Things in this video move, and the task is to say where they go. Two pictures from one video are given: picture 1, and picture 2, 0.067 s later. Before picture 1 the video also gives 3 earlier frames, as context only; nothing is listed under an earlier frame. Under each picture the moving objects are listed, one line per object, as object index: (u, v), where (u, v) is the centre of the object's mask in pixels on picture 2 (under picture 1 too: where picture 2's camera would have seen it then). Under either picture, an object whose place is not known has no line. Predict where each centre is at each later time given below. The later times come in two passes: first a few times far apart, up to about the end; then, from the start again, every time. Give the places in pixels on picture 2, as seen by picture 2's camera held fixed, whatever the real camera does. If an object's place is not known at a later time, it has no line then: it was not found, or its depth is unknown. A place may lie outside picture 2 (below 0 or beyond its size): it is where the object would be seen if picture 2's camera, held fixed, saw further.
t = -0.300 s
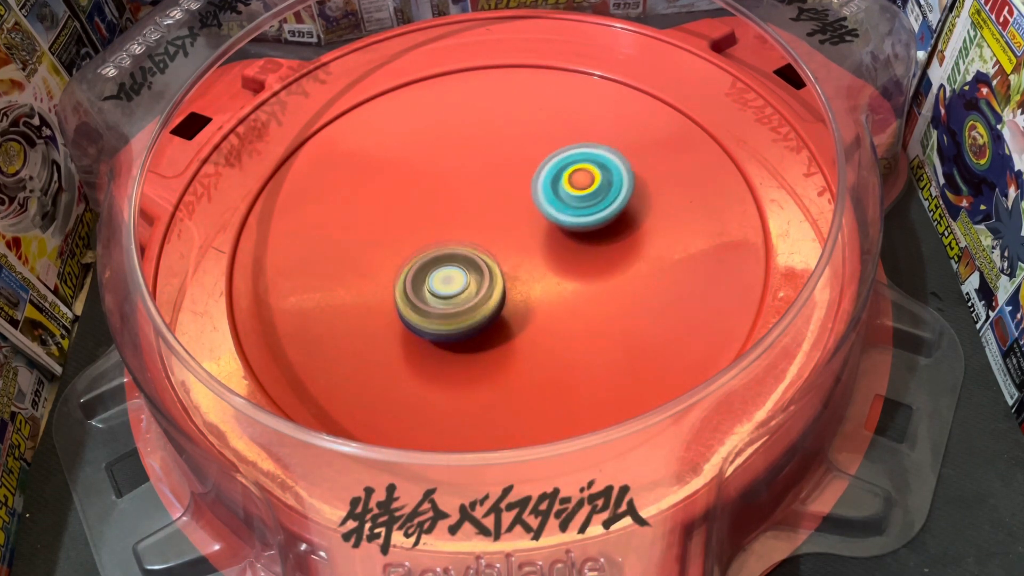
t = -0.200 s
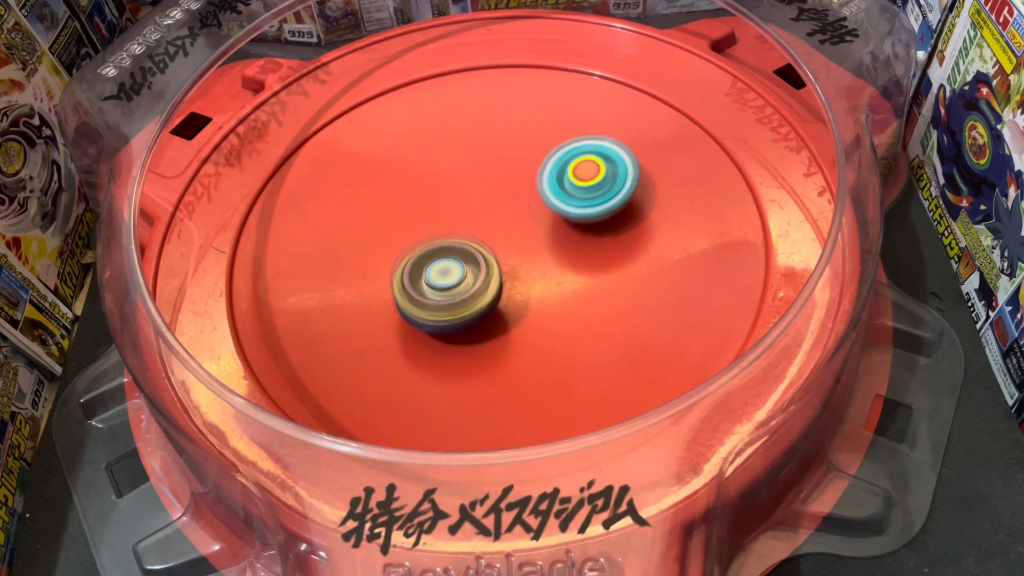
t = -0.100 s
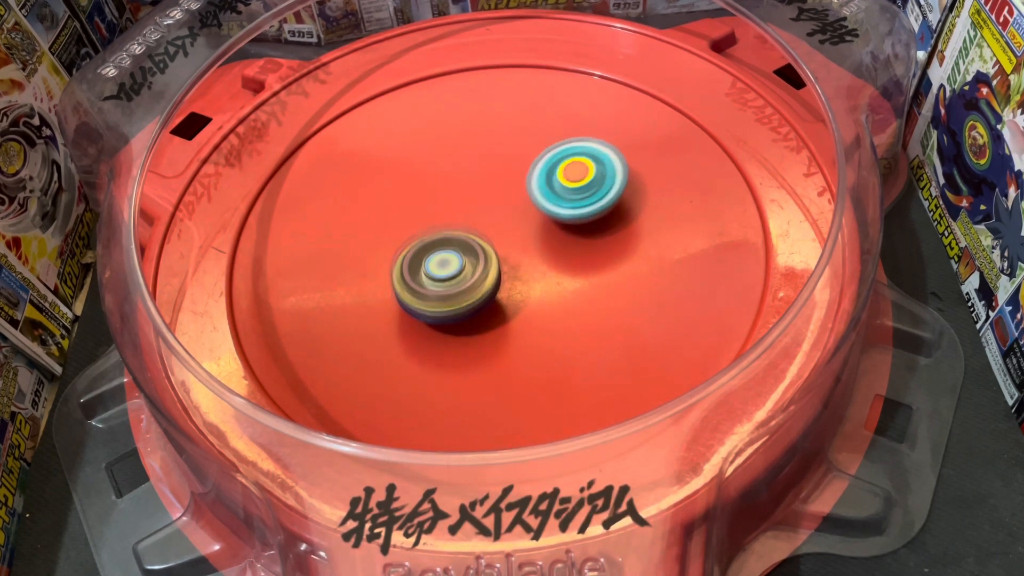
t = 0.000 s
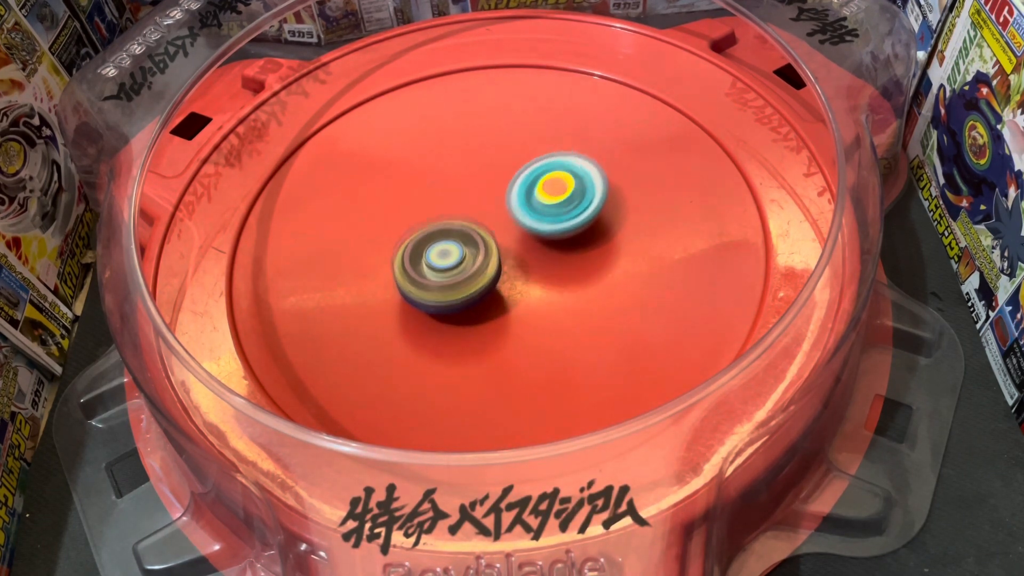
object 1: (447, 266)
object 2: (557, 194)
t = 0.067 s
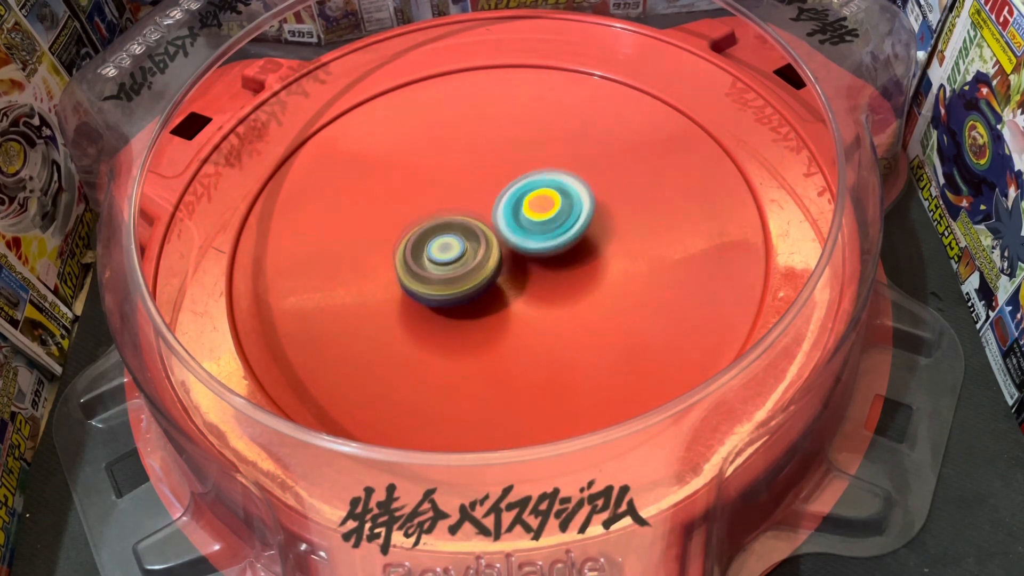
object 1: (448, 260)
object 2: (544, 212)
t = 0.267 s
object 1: (317, 286)
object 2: (634, 171)
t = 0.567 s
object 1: (337, 240)
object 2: (549, 183)
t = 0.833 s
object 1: (392, 219)
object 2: (486, 262)
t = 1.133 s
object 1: (445, 215)
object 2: (468, 321)
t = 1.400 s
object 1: (481, 215)
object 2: (479, 330)
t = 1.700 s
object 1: (517, 193)
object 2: (466, 318)
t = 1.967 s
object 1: (543, 197)
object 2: (472, 288)
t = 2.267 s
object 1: (553, 205)
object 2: (419, 234)
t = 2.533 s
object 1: (544, 214)
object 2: (401, 235)
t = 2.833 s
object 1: (651, 222)
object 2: (346, 205)
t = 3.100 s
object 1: (705, 246)
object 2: (252, 216)
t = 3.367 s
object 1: (522, 265)
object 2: (376, 258)
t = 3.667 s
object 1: (523, 241)
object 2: (424, 213)
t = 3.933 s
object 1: (543, 238)
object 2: (444, 168)
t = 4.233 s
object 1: (520, 255)
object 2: (485, 140)
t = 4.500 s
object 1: (493, 268)
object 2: (494, 161)
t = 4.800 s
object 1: (469, 276)
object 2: (543, 201)
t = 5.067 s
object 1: (461, 274)
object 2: (582, 228)
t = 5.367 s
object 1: (462, 266)
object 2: (574, 246)
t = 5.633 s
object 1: (303, 269)
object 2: (701, 185)
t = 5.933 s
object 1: (365, 240)
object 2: (611, 176)
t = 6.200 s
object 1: (403, 231)
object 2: (542, 228)
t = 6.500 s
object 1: (393, 207)
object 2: (554, 292)
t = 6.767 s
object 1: (432, 203)
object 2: (571, 303)
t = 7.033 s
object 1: (468, 201)
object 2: (508, 280)
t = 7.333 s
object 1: (492, 198)
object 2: (458, 303)
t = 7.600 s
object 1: (508, 203)
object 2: (446, 277)
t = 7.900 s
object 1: (521, 189)
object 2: (450, 273)
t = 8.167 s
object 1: (527, 192)
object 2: (439, 245)
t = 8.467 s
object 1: (534, 203)
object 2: (432, 255)
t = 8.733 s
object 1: (603, 164)
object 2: (395, 307)
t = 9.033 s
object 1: (597, 189)
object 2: (465, 307)
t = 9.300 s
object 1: (588, 201)
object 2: (483, 256)
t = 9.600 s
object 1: (573, 224)
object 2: (442, 213)
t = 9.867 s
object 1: (547, 246)
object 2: (427, 207)
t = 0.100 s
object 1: (420, 267)
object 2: (566, 207)
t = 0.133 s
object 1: (385, 278)
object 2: (593, 197)
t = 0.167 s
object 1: (356, 285)
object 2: (613, 189)
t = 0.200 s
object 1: (334, 289)
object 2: (626, 182)
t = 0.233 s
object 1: (322, 289)
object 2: (632, 176)
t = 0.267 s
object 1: (317, 286)
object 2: (634, 171)
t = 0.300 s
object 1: (315, 281)
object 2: (633, 166)
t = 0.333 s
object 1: (316, 276)
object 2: (629, 162)
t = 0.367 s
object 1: (316, 269)
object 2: (623, 158)
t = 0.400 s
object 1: (318, 264)
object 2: (614, 156)
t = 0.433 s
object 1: (321, 258)
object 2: (603, 156)
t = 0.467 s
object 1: (324, 253)
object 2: (589, 160)
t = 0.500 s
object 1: (327, 249)
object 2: (575, 166)
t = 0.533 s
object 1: (332, 244)
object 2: (562, 174)
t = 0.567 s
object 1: (337, 240)
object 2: (549, 183)
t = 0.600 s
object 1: (343, 236)
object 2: (537, 193)
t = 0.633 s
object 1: (350, 232)
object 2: (526, 205)
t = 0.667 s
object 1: (356, 229)
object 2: (517, 215)
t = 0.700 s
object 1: (363, 226)
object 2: (509, 225)
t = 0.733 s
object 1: (371, 224)
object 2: (502, 235)
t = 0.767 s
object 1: (378, 222)
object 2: (496, 244)
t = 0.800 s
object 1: (385, 220)
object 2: (490, 254)
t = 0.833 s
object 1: (392, 219)
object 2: (486, 262)
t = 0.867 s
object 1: (399, 218)
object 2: (482, 271)
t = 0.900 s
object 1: (406, 218)
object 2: (479, 279)
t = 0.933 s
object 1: (413, 218)
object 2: (476, 286)
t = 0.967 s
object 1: (419, 217)
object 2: (474, 293)
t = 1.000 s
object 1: (425, 216)
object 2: (472, 299)
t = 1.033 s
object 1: (430, 216)
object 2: (470, 305)
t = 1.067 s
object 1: (435, 216)
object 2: (469, 311)
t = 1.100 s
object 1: (440, 215)
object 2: (468, 316)
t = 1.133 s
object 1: (445, 215)
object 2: (468, 321)
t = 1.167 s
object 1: (450, 214)
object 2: (468, 325)
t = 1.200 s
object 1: (454, 214)
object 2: (468, 328)
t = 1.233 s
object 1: (458, 214)
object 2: (469, 331)
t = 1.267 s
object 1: (463, 213)
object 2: (470, 333)
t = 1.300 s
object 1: (468, 214)
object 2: (472, 335)
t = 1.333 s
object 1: (472, 215)
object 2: (474, 335)
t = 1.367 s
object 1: (477, 215)
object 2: (477, 333)
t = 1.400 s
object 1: (481, 215)
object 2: (479, 330)
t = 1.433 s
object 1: (485, 216)
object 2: (482, 325)
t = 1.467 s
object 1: (489, 216)
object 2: (483, 318)
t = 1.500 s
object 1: (494, 217)
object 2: (483, 310)
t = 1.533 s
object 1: (497, 216)
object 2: (482, 301)
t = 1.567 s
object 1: (501, 212)
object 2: (479, 299)
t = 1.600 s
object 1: (505, 202)
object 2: (474, 306)
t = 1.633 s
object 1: (509, 195)
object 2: (470, 311)
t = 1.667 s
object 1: (513, 194)
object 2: (467, 315)
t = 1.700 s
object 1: (517, 193)
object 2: (466, 318)
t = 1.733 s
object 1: (521, 193)
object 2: (466, 320)
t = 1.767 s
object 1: (525, 193)
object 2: (467, 320)
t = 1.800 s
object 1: (528, 194)
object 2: (470, 318)
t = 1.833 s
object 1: (532, 194)
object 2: (472, 315)
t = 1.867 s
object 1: (535, 195)
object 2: (474, 310)
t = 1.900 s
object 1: (538, 196)
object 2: (475, 304)
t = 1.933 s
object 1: (541, 197)
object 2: (474, 296)
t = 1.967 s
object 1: (543, 197)
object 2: (472, 288)
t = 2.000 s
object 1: (545, 198)
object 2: (468, 279)
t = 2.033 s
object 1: (547, 199)
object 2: (463, 271)
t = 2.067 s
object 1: (549, 200)
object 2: (458, 263)
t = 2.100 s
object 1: (550, 201)
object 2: (452, 257)
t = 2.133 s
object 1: (551, 202)
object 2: (446, 250)
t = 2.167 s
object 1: (552, 202)
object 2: (439, 246)
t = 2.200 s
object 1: (553, 203)
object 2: (432, 241)
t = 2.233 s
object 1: (553, 204)
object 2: (426, 238)
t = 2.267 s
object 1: (553, 205)
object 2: (419, 234)
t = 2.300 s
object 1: (553, 205)
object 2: (413, 232)
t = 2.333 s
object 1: (552, 207)
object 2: (407, 230)
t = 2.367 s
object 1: (552, 207)
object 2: (402, 229)
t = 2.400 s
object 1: (551, 209)
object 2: (398, 229)
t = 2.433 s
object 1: (550, 210)
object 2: (395, 231)
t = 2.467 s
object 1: (548, 211)
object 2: (395, 232)
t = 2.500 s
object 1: (546, 213)
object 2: (397, 233)
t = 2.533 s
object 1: (544, 214)
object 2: (401, 235)
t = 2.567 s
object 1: (543, 216)
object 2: (406, 237)
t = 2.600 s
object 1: (541, 217)
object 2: (413, 238)
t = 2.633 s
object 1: (539, 219)
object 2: (422, 238)
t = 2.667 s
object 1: (538, 220)
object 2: (432, 237)
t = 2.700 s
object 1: (544, 224)
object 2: (435, 232)
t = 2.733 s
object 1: (547, 227)
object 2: (438, 227)
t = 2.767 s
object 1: (548, 229)
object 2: (439, 222)
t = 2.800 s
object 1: (601, 226)
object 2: (392, 214)
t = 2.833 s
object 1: (651, 222)
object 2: (346, 205)
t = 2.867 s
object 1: (696, 218)
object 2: (309, 199)
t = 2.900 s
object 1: (726, 213)
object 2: (280, 194)
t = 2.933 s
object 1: (749, 212)
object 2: (261, 192)
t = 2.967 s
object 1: (753, 216)
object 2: (252, 194)
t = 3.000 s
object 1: (746, 223)
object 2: (247, 199)
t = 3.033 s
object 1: (735, 230)
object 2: (246, 204)
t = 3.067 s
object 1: (720, 237)
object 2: (247, 210)
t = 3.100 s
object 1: (705, 246)
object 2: (252, 216)
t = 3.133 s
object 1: (684, 252)
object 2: (261, 224)
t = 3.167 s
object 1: (662, 258)
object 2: (272, 232)
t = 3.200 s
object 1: (638, 262)
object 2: (284, 240)
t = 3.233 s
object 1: (613, 265)
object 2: (299, 247)
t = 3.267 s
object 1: (591, 267)
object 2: (316, 253)
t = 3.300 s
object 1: (566, 267)
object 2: (335, 256)
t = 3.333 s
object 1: (544, 267)
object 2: (355, 258)
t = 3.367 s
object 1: (522, 265)
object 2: (376, 258)
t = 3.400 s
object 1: (506, 262)
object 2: (394, 256)
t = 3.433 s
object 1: (516, 258)
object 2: (386, 251)
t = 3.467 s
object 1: (524, 256)
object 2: (383, 246)
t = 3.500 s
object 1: (527, 253)
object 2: (385, 241)
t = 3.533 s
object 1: (528, 251)
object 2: (391, 236)
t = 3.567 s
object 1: (528, 248)
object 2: (399, 230)
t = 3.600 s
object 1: (527, 245)
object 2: (407, 225)
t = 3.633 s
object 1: (525, 243)
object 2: (416, 219)
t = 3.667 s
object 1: (523, 241)
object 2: (424, 213)
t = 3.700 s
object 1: (533, 241)
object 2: (423, 205)
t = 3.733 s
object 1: (543, 242)
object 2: (421, 197)
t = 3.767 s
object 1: (549, 242)
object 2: (423, 191)
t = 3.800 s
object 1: (551, 241)
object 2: (427, 185)
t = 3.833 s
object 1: (551, 240)
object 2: (431, 180)
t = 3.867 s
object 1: (549, 239)
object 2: (435, 176)
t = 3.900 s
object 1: (547, 238)
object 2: (439, 172)
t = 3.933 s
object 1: (543, 238)
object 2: (444, 168)
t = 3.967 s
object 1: (540, 238)
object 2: (449, 165)
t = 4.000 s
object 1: (536, 237)
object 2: (454, 162)
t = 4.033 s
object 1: (532, 236)
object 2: (459, 160)
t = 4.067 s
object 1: (528, 235)
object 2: (464, 159)
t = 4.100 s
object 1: (524, 234)
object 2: (470, 157)
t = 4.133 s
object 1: (521, 233)
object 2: (476, 157)
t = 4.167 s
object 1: (518, 234)
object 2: (481, 155)
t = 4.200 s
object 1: (519, 245)
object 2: (484, 146)
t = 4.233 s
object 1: (520, 255)
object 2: (485, 140)
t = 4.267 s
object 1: (518, 262)
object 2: (486, 136)
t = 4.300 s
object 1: (515, 267)
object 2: (485, 134)
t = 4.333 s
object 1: (512, 269)
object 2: (486, 134)
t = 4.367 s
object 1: (509, 270)
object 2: (486, 137)
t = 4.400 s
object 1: (505, 270)
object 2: (486, 141)
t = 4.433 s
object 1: (501, 270)
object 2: (488, 146)
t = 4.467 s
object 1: (497, 269)
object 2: (490, 153)
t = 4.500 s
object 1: (493, 268)
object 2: (494, 161)
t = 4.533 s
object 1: (489, 267)
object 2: (499, 168)
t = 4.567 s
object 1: (485, 266)
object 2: (504, 176)
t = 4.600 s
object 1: (482, 267)
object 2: (510, 181)
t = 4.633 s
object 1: (480, 272)
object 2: (514, 183)
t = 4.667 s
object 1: (478, 274)
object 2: (519, 186)
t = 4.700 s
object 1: (476, 276)
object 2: (525, 189)
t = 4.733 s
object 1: (473, 276)
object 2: (531, 193)
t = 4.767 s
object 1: (471, 277)
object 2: (537, 197)
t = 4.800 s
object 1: (469, 276)
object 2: (543, 201)
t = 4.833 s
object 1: (467, 277)
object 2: (549, 204)
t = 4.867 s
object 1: (465, 277)
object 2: (555, 208)
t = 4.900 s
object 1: (464, 277)
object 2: (560, 212)
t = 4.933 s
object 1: (463, 276)
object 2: (565, 215)
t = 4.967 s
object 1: (462, 276)
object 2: (570, 218)
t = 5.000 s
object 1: (462, 275)
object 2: (575, 222)
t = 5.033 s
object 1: (461, 275)
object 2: (579, 225)
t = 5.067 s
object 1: (461, 274)
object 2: (582, 228)
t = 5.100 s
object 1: (461, 274)
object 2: (585, 231)
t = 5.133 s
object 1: (461, 274)
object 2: (587, 233)
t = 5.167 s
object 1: (462, 273)
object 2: (588, 235)
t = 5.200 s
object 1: (463, 272)
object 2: (588, 237)
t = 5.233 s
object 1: (463, 271)
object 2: (586, 240)
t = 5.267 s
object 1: (464, 268)
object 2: (582, 242)
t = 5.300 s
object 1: (465, 268)
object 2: (578, 244)
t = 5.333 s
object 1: (464, 267)
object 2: (574, 246)
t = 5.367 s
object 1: (462, 266)
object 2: (574, 246)
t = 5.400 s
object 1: (462, 265)
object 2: (573, 247)
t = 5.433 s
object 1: (462, 264)
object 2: (571, 247)
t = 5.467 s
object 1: (432, 269)
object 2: (602, 238)
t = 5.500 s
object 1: (389, 272)
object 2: (640, 225)
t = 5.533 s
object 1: (355, 273)
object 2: (670, 211)
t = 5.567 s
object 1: (327, 272)
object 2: (689, 200)
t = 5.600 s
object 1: (310, 271)
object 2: (698, 192)
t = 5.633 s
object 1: (303, 269)
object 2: (701, 185)
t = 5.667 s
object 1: (303, 265)
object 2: (700, 180)
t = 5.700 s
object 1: (306, 262)
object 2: (697, 175)
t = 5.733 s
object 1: (311, 258)
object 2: (690, 172)
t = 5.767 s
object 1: (318, 254)
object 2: (682, 169)
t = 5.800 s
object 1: (326, 251)
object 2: (671, 168)
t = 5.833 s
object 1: (335, 248)
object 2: (658, 168)
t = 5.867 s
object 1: (344, 245)
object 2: (643, 169)
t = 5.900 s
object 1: (354, 243)
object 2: (628, 171)
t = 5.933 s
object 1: (365, 240)
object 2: (611, 176)
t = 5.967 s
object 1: (375, 237)
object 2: (594, 182)
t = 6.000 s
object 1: (385, 236)
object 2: (578, 189)
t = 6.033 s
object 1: (396, 235)
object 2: (563, 197)
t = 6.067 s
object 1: (406, 234)
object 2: (549, 204)
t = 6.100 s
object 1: (415, 233)
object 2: (536, 212)
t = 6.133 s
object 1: (419, 232)
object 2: (529, 219)
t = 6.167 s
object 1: (409, 232)
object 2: (538, 224)
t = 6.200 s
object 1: (403, 231)
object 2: (542, 228)
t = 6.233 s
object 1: (403, 231)
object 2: (542, 234)
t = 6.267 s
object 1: (406, 230)
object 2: (538, 241)
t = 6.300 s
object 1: (410, 229)
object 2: (532, 248)
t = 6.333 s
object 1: (414, 228)
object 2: (526, 254)
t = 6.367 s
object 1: (418, 227)
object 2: (519, 261)
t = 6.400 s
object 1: (417, 224)
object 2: (520, 268)
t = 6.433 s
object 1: (403, 217)
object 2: (536, 278)
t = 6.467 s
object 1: (396, 210)
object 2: (547, 286)
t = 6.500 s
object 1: (393, 207)
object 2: (554, 292)
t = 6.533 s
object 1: (394, 206)
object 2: (558, 296)
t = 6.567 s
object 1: (398, 205)
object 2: (563, 300)
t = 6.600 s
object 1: (403, 204)
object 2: (566, 302)
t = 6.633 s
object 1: (408, 203)
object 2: (569, 304)
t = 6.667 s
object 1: (414, 203)
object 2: (571, 305)
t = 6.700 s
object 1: (420, 202)
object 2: (572, 305)
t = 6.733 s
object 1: (426, 202)
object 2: (572, 305)
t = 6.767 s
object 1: (432, 203)
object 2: (571, 303)
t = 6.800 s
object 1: (437, 202)
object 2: (568, 300)
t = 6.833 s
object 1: (442, 203)
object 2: (563, 297)
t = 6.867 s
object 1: (447, 203)
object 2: (555, 293)
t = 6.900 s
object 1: (452, 202)
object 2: (546, 289)
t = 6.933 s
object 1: (457, 203)
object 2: (535, 285)
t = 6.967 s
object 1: (461, 203)
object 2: (525, 281)
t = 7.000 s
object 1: (465, 204)
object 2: (515, 278)
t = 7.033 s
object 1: (468, 201)
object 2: (508, 280)
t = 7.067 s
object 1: (470, 196)
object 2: (502, 284)
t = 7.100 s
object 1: (472, 194)
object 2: (496, 288)
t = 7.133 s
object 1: (474, 195)
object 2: (489, 292)
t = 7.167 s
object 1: (477, 195)
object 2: (483, 295)
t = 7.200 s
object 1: (480, 196)
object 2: (477, 297)
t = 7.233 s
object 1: (483, 196)
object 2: (471, 299)
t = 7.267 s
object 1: (486, 196)
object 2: (466, 301)
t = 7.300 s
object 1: (489, 197)
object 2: (461, 302)
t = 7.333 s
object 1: (492, 198)
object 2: (458, 303)
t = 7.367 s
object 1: (493, 199)
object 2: (456, 302)
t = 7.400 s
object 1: (495, 200)
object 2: (455, 301)
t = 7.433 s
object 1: (498, 200)
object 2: (454, 298)
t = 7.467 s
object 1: (500, 201)
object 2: (453, 295)
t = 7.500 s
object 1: (502, 201)
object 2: (452, 291)
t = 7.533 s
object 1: (505, 203)
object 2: (451, 286)
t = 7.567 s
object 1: (506, 204)
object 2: (449, 280)
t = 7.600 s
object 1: (508, 203)
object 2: (446, 277)
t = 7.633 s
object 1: (512, 194)
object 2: (440, 281)
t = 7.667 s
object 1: (514, 190)
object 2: (438, 283)
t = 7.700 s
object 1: (515, 188)
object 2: (437, 283)
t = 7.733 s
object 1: (515, 188)
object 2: (438, 284)
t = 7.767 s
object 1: (517, 189)
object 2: (439, 283)
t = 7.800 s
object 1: (518, 188)
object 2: (441, 282)
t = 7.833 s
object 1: (519, 188)
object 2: (443, 280)
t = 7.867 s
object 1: (520, 188)
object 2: (446, 277)
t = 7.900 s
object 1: (521, 189)
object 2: (450, 273)
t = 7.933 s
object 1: (521, 190)
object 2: (453, 267)
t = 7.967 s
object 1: (522, 191)
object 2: (455, 261)
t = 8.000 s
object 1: (524, 189)
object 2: (453, 256)
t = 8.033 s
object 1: (526, 187)
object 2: (449, 254)
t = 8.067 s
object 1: (527, 188)
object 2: (446, 251)
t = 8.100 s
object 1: (527, 190)
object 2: (443, 249)
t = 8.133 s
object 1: (527, 191)
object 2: (441, 247)
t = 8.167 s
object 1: (527, 192)
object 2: (439, 245)
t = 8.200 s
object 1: (528, 193)
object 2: (439, 243)
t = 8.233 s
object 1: (528, 194)
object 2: (438, 242)
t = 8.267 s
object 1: (532, 194)
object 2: (432, 243)
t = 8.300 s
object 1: (533, 194)
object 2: (429, 245)
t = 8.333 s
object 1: (533, 195)
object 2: (427, 247)
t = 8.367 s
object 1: (533, 197)
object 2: (426, 249)
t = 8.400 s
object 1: (533, 198)
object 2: (427, 251)
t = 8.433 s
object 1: (533, 200)
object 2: (429, 253)
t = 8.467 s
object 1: (534, 203)
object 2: (432, 255)
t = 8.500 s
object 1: (533, 203)
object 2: (437, 256)
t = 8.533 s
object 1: (533, 204)
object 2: (444, 256)
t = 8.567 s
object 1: (547, 197)
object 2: (434, 265)
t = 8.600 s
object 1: (569, 182)
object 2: (415, 278)
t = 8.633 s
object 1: (585, 171)
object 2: (401, 289)
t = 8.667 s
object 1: (596, 166)
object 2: (395, 297)
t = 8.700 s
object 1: (601, 165)
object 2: (394, 303)
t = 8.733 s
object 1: (603, 164)
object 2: (395, 307)
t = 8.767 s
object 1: (605, 166)
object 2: (398, 312)
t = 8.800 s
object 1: (605, 168)
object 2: (402, 315)
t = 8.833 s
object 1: (606, 170)
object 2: (408, 319)
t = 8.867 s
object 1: (607, 173)
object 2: (415, 321)
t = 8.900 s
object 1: (605, 178)
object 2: (423, 322)
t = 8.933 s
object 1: (604, 181)
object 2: (433, 322)
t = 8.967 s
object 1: (602, 184)
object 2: (444, 319)
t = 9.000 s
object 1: (599, 186)
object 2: (455, 314)
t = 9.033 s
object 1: (597, 189)
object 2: (465, 307)
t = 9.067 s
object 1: (594, 193)
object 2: (474, 299)
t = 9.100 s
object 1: (591, 195)
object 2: (482, 292)
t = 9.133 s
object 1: (588, 199)
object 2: (488, 284)
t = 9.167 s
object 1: (585, 202)
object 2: (494, 275)
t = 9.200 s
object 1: (582, 205)
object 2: (499, 267)
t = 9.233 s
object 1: (584, 203)
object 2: (495, 263)
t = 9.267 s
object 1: (589, 200)
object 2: (488, 260)
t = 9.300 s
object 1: (588, 201)
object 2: (483, 256)
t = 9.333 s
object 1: (586, 203)
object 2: (481, 251)
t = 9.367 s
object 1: (583, 206)
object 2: (480, 245)
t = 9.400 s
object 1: (580, 208)
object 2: (479, 239)
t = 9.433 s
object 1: (582, 211)
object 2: (471, 232)
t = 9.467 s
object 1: (583, 213)
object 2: (463, 227)
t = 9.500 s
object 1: (581, 216)
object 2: (456, 222)
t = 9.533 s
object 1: (579, 218)
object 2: (451, 218)
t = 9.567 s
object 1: (576, 221)
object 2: (446, 215)
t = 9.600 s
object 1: (573, 224)
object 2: (442, 213)
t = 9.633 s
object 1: (570, 227)
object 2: (439, 210)
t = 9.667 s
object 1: (566, 230)
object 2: (435, 208)
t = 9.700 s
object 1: (563, 232)
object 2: (432, 207)
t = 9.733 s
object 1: (560, 235)
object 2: (429, 205)
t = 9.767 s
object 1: (557, 238)
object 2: (427, 205)
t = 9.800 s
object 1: (554, 240)
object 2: (425, 205)
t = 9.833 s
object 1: (551, 243)
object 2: (425, 206)
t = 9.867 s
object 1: (547, 246)
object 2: (427, 207)
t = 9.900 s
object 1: (544, 248)
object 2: (430, 209)
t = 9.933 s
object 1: (541, 250)
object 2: (434, 211)
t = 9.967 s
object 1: (538, 252)
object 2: (440, 214)
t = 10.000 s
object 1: (537, 254)
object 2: (445, 215)
